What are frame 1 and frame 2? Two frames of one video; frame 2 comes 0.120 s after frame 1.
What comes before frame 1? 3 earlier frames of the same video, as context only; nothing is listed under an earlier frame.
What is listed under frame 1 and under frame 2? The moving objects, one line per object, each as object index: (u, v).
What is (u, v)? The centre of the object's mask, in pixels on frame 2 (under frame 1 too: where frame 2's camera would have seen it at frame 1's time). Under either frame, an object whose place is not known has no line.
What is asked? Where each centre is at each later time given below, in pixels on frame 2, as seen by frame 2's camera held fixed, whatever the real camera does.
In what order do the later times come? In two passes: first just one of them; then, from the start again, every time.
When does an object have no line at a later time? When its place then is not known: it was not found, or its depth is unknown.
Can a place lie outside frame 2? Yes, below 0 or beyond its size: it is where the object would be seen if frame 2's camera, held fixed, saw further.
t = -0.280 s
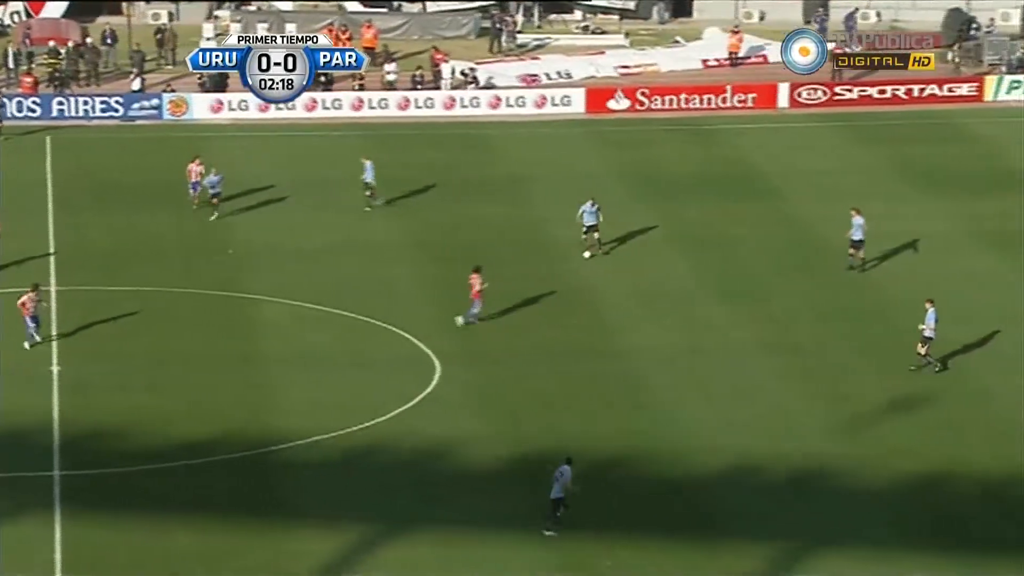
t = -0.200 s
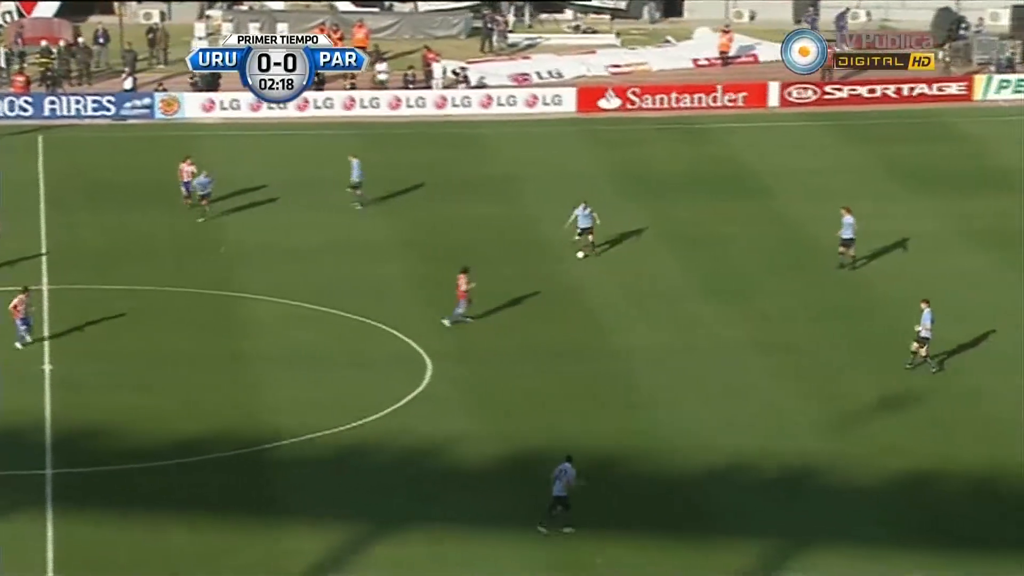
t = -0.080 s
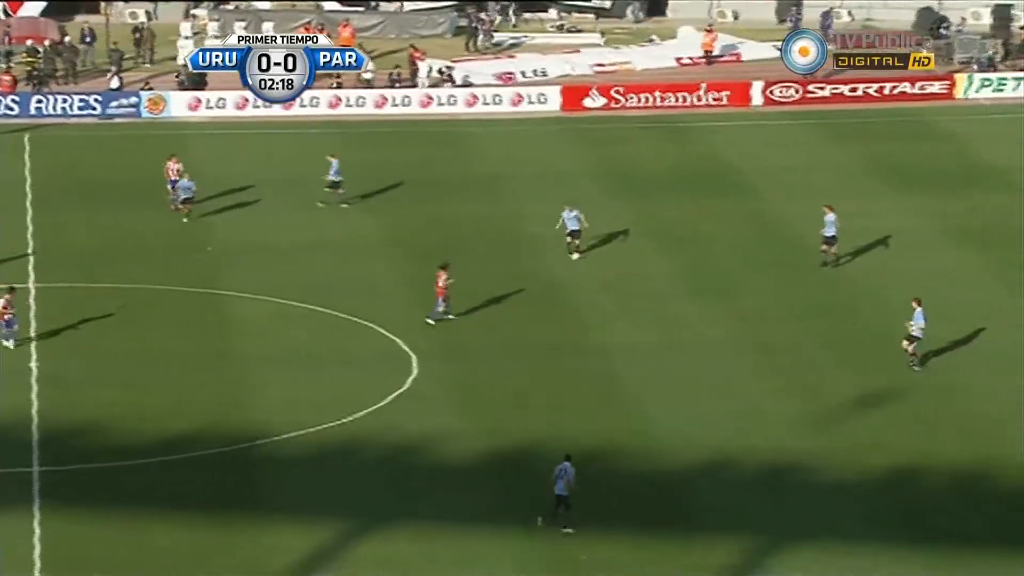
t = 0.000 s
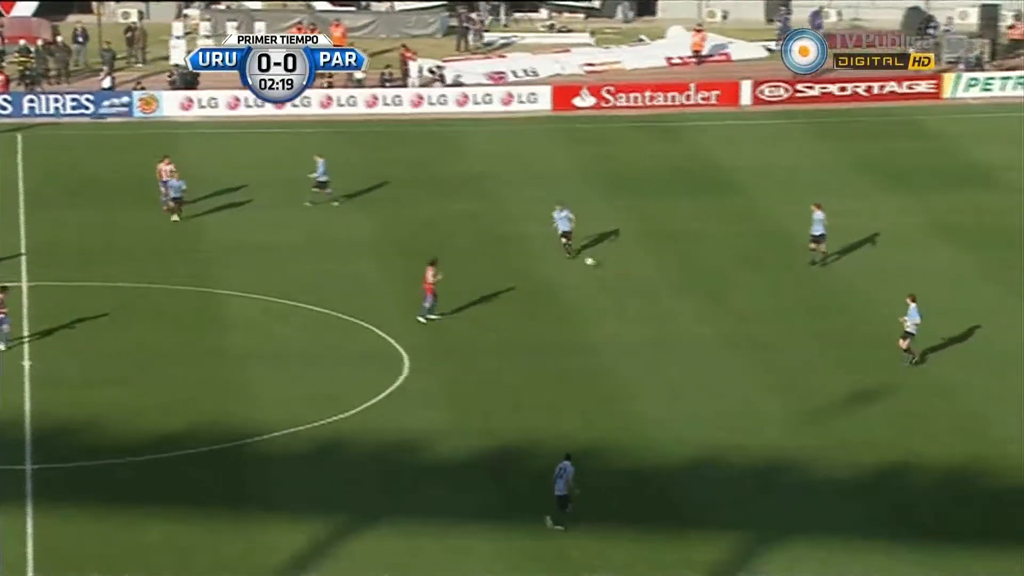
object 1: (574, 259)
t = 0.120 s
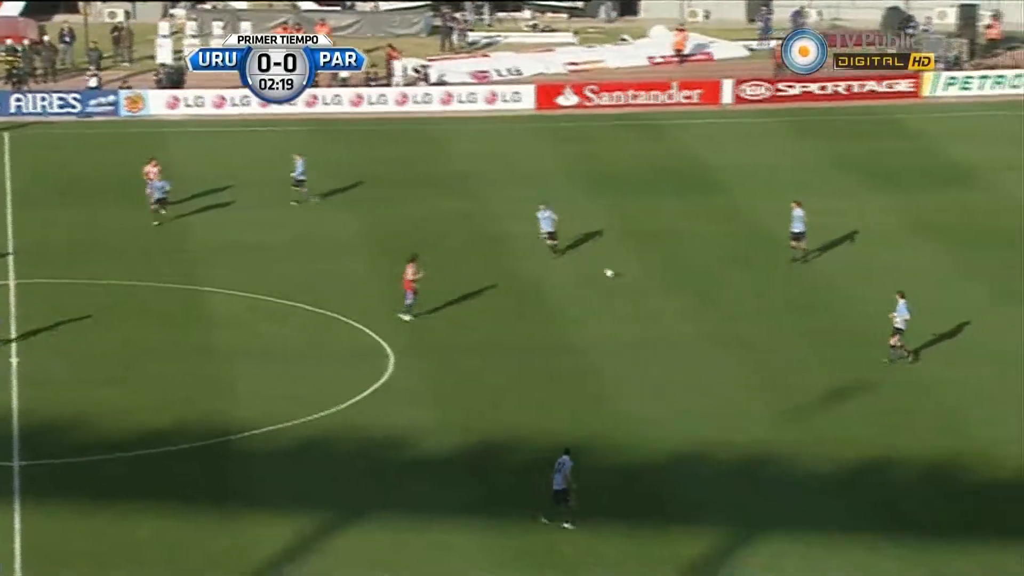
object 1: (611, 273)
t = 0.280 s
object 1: (655, 289)
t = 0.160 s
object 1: (621, 278)
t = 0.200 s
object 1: (633, 283)
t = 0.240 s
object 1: (645, 286)
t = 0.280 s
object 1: (655, 289)
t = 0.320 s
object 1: (666, 292)
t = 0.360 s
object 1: (676, 297)
